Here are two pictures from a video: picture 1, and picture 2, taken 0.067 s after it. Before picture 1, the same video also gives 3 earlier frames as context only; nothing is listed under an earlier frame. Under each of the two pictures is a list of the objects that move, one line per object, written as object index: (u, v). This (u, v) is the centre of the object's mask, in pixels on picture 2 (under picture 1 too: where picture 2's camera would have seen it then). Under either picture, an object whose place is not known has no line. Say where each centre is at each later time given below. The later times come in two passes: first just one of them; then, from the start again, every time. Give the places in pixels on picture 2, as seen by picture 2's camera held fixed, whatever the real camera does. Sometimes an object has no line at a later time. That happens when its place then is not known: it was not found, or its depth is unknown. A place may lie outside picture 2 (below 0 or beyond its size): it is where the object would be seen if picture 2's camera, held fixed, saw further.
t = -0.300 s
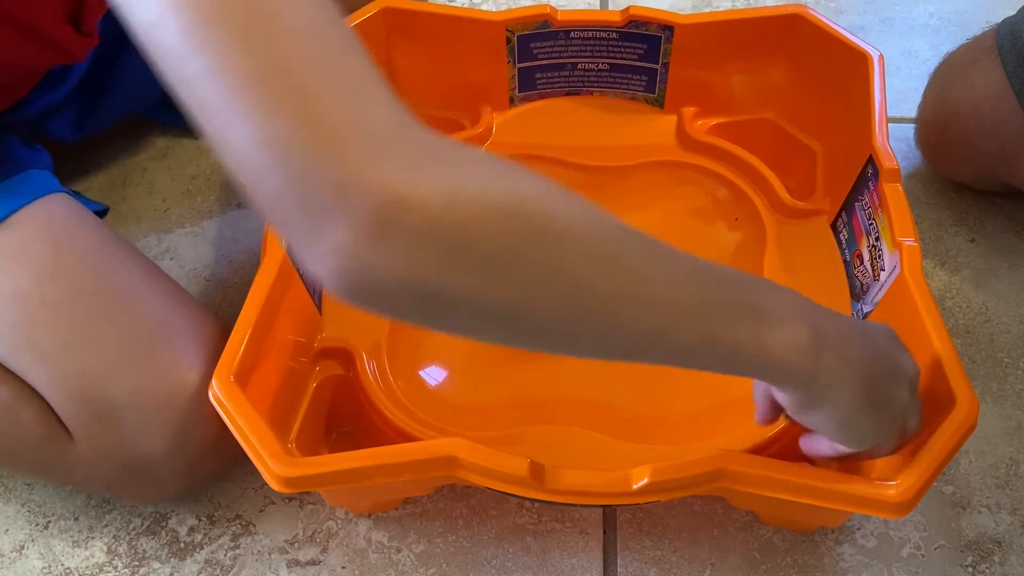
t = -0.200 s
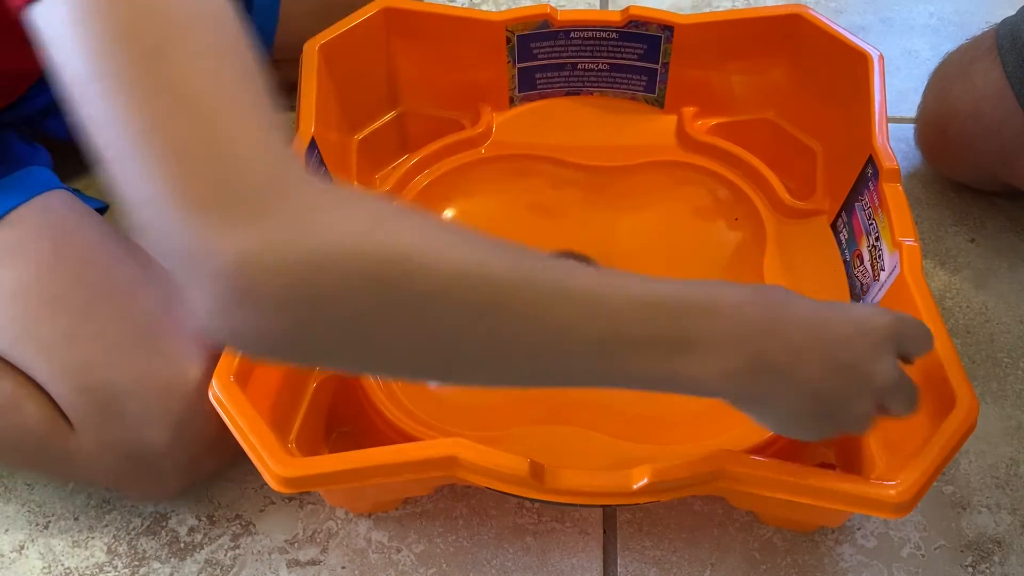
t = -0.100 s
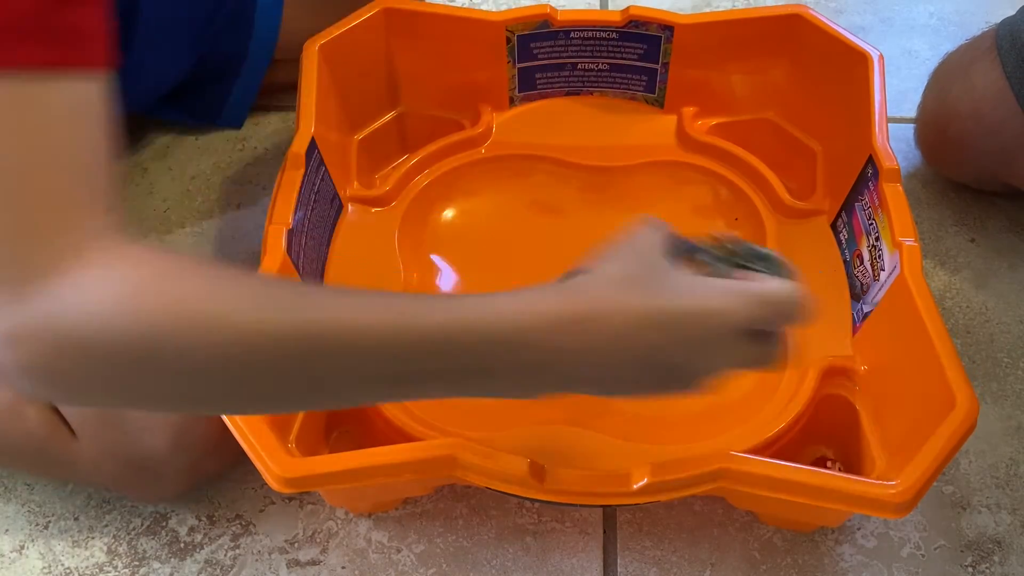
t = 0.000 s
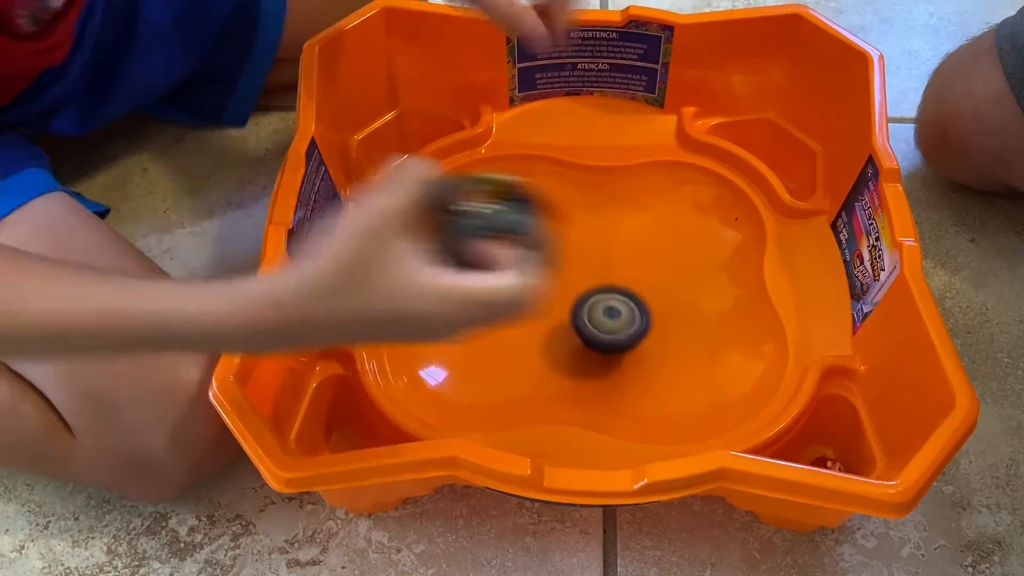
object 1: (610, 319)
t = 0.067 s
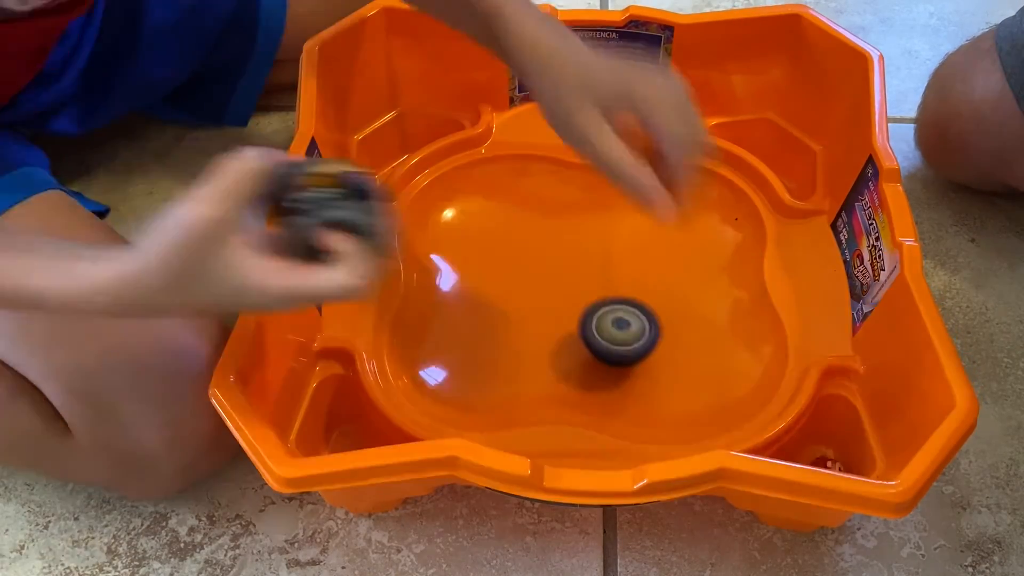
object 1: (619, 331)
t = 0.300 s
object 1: (622, 345)
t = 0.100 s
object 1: (622, 335)
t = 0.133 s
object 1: (625, 340)
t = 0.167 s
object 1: (626, 343)
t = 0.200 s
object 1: (627, 346)
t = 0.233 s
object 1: (626, 347)
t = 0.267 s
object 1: (624, 347)
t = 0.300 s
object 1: (622, 345)
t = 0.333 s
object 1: (620, 342)
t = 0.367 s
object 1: (619, 338)
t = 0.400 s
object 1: (619, 334)
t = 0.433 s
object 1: (619, 329)
